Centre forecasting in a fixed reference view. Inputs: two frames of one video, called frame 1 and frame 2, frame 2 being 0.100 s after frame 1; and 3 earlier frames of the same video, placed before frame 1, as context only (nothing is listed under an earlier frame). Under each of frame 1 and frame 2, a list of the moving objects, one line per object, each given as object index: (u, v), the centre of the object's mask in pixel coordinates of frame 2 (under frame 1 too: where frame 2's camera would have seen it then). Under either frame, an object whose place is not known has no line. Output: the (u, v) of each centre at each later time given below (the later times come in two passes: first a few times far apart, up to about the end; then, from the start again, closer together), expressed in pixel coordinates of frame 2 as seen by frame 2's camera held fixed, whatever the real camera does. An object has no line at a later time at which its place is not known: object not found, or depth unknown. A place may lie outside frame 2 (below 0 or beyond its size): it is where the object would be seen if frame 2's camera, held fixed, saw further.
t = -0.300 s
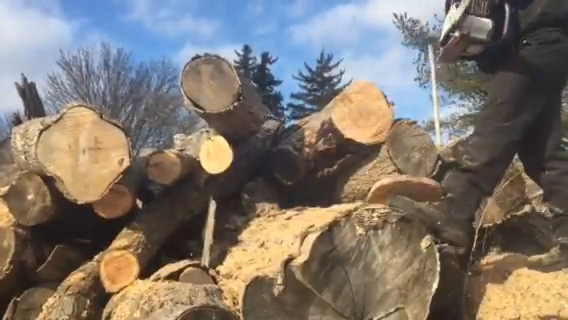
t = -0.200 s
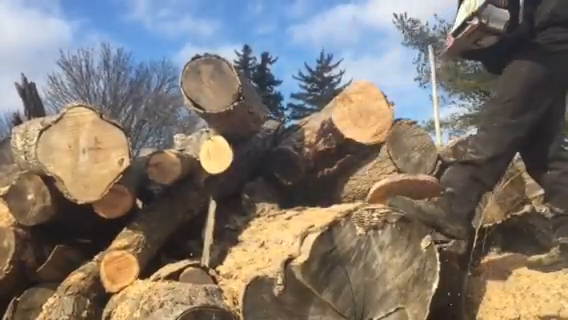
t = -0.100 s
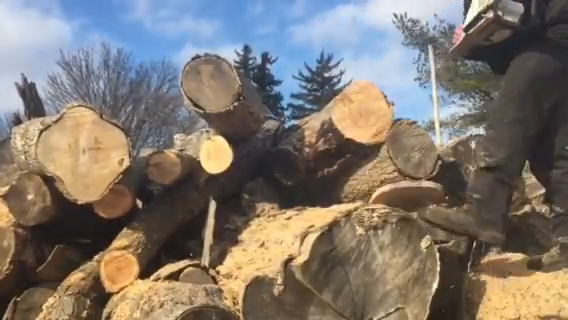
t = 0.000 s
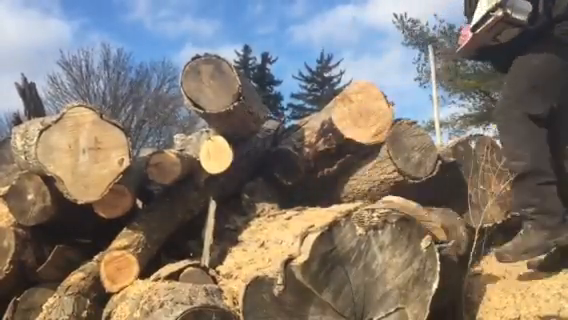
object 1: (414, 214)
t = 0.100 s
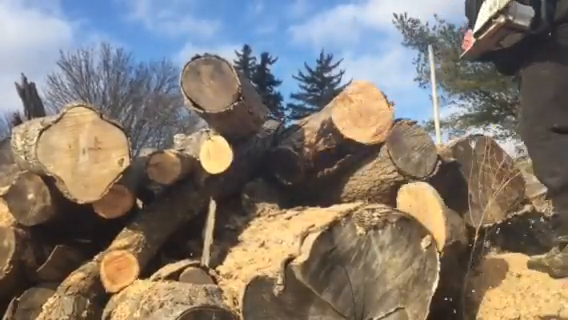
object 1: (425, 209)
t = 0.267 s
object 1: (461, 242)
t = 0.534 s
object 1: (475, 283)
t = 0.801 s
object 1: (455, 301)
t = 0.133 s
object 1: (432, 212)
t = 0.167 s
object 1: (440, 218)
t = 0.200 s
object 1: (446, 223)
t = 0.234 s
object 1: (453, 231)
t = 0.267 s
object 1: (461, 242)
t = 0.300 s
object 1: (468, 256)
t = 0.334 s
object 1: (476, 272)
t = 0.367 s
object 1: (479, 279)
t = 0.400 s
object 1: (478, 274)
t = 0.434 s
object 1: (477, 273)
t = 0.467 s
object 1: (476, 274)
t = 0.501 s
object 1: (476, 278)
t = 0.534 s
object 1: (475, 283)
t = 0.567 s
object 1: (474, 284)
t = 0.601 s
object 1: (472, 285)
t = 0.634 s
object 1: (469, 287)
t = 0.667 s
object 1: (466, 288)
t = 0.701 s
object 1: (463, 290)
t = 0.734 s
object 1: (461, 293)
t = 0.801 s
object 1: (455, 301)
